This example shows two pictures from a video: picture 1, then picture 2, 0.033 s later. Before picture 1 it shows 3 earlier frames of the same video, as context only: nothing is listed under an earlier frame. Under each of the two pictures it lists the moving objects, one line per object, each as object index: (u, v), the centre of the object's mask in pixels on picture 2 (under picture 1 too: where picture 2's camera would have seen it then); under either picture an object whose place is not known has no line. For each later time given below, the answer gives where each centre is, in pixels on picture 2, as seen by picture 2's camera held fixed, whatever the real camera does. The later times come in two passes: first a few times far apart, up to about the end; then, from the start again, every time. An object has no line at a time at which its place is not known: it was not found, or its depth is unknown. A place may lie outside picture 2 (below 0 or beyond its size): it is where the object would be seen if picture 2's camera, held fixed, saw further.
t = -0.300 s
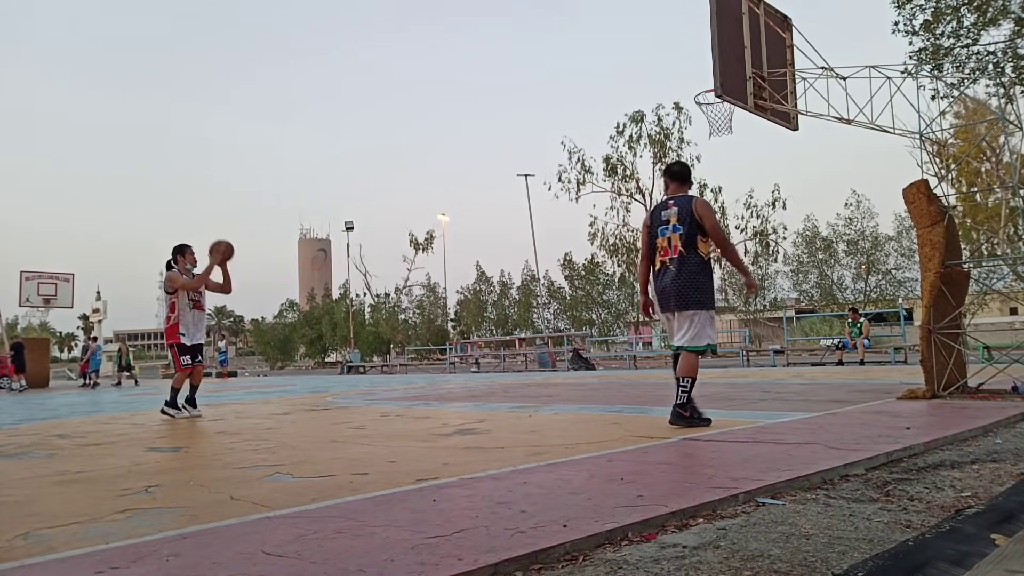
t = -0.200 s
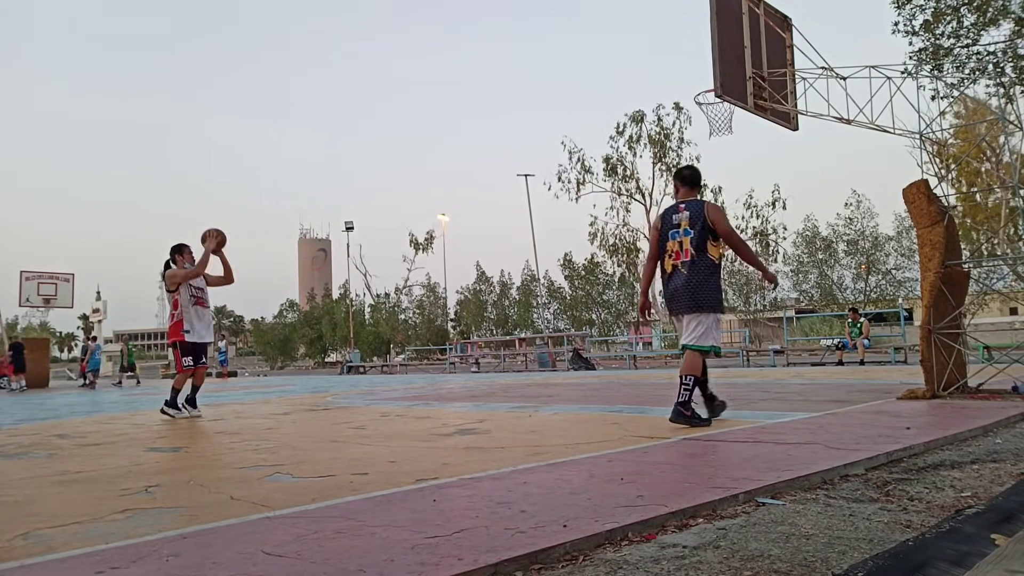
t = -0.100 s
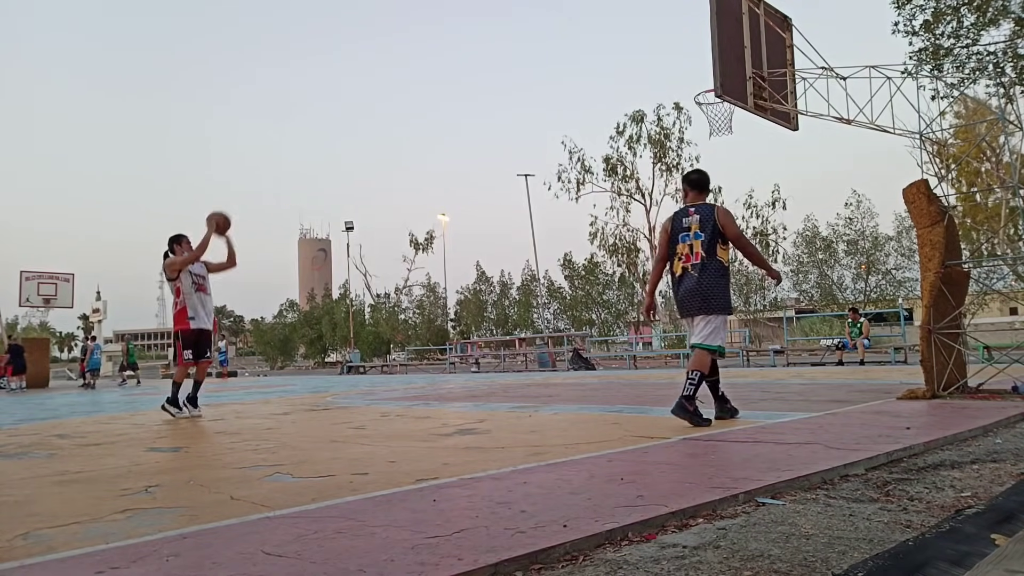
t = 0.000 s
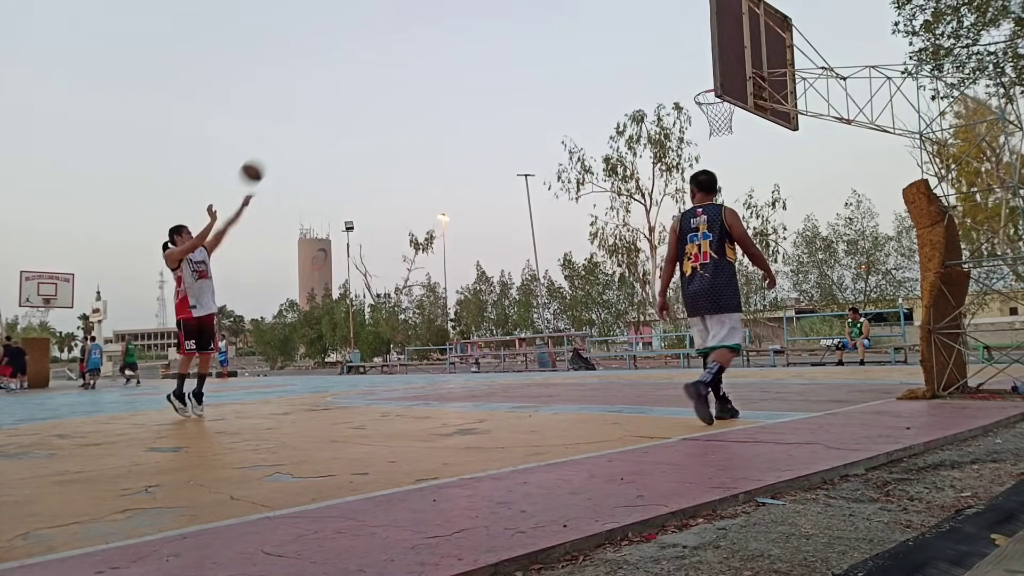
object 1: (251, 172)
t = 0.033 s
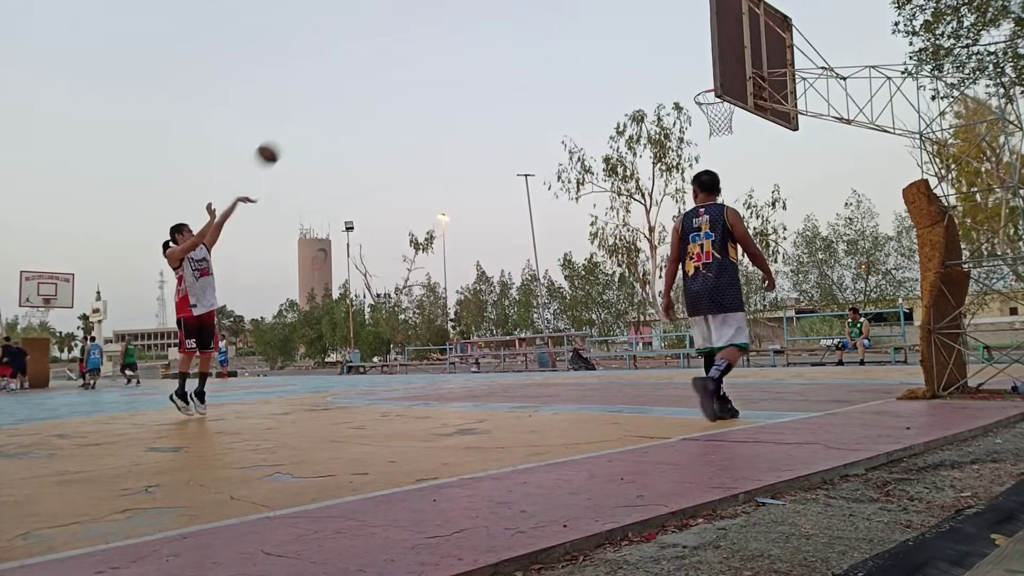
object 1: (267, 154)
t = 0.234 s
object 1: (360, 67)
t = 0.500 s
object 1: (482, 12)
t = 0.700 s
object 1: (574, 13)
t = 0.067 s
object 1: (283, 137)
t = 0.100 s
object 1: (299, 121)
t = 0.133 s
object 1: (314, 105)
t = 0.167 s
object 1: (329, 92)
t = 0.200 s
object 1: (345, 79)
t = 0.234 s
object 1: (360, 67)
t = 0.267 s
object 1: (376, 57)
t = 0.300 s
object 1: (391, 47)
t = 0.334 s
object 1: (406, 39)
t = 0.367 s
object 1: (421, 31)
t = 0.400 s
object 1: (437, 25)
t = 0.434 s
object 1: (452, 19)
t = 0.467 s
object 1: (467, 15)
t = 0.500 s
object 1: (482, 12)
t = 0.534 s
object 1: (498, 10)
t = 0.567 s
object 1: (513, 9)
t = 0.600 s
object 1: (528, 9)
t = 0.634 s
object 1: (543, 10)
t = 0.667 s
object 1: (559, 11)
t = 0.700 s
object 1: (574, 13)
